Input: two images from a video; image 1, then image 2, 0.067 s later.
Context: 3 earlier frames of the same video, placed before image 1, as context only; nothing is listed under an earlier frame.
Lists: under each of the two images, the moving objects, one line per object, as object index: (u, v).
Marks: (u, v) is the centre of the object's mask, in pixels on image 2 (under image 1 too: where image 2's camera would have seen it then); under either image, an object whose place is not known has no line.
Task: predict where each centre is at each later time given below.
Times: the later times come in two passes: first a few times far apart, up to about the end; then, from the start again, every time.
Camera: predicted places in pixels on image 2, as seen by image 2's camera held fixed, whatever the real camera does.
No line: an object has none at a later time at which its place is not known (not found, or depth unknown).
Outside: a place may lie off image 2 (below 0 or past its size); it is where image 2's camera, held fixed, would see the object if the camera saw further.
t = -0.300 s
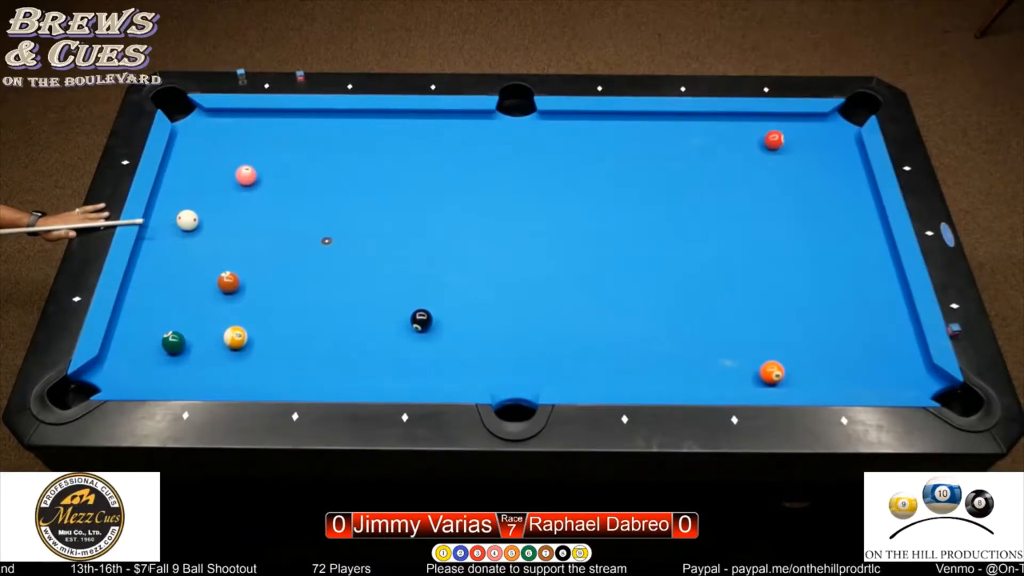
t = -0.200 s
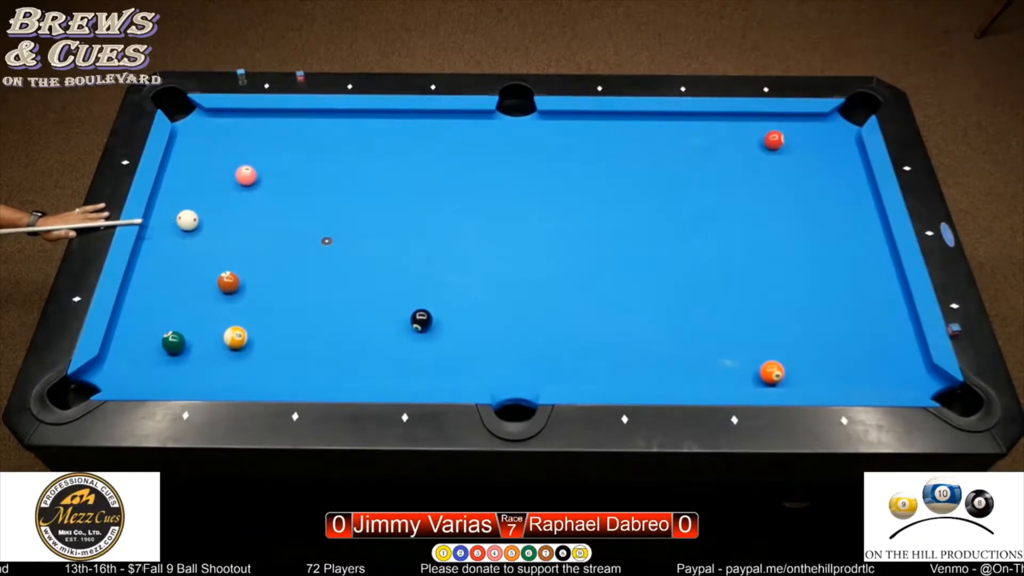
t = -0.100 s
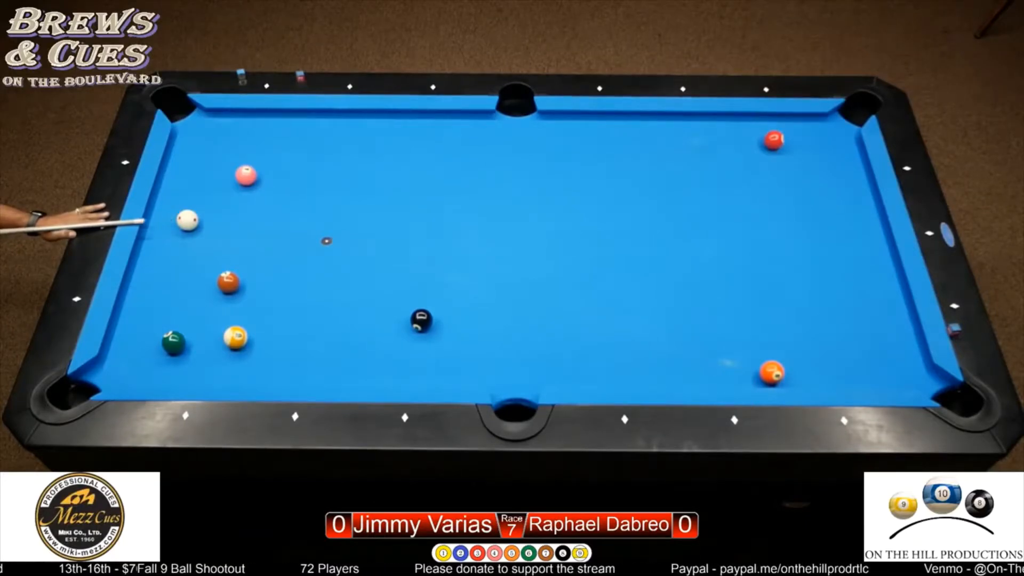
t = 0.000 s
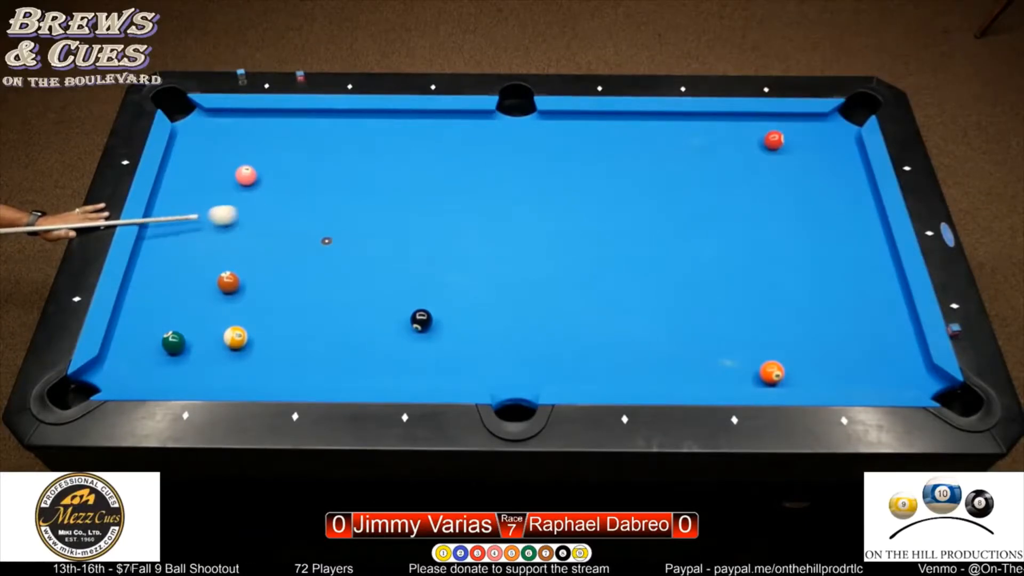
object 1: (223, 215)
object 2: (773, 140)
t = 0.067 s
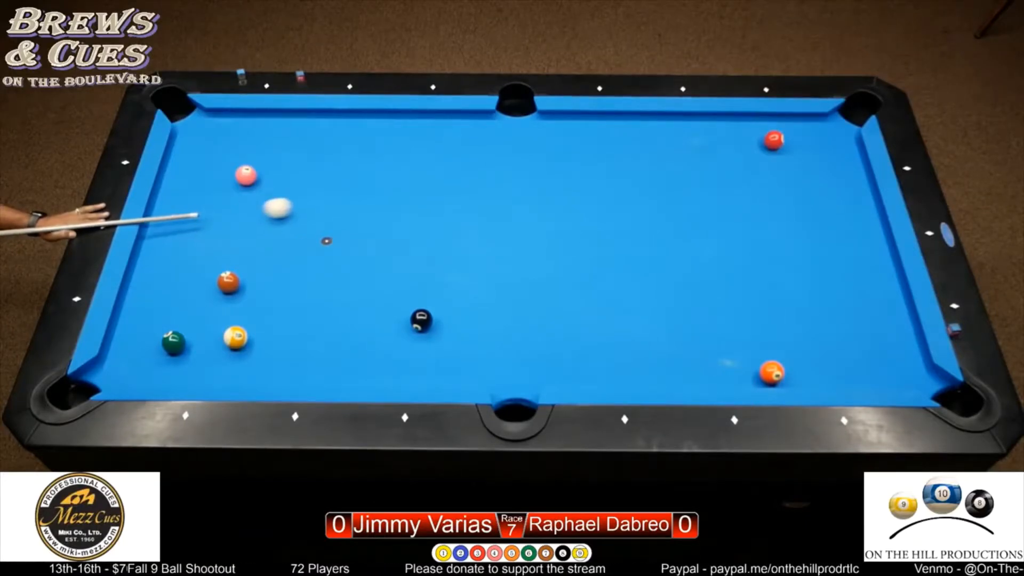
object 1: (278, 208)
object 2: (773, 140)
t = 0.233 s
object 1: (408, 191)
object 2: (773, 140)
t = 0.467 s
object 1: (583, 168)
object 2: (773, 140)
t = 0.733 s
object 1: (759, 146)
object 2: (785, 136)
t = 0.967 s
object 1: (800, 160)
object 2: (864, 113)
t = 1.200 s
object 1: (853, 169)
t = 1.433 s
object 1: (839, 176)
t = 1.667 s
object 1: (811, 181)
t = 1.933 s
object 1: (780, 187)
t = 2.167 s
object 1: (755, 191)
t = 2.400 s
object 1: (731, 195)
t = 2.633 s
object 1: (709, 199)
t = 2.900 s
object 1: (685, 203)
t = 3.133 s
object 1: (666, 206)
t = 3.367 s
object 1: (648, 209)
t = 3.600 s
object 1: (632, 211)
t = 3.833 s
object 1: (618, 214)
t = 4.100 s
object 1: (604, 216)
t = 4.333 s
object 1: (593, 218)
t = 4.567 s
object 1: (584, 220)
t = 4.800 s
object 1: (576, 220)
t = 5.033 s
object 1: (571, 221)
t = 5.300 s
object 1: (566, 222)
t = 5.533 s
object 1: (565, 222)
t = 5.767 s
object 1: (564, 222)
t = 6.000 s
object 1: (565, 222)
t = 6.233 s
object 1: (565, 222)
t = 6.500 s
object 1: (565, 222)
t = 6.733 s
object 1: (565, 222)
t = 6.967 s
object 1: (565, 222)
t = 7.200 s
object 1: (565, 222)
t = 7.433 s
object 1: (565, 222)
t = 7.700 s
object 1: (565, 222)
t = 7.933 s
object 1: (565, 222)
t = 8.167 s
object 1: (565, 222)
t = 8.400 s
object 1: (565, 222)
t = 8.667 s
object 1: (565, 222)
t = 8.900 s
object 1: (565, 222)
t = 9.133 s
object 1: (565, 222)
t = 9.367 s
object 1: (565, 222)
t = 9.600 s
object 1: (565, 222)
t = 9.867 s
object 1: (565, 222)
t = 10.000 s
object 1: (565, 222)
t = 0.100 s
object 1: (304, 205)
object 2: (773, 140)
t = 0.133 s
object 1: (330, 201)
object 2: (773, 140)
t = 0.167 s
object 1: (357, 198)
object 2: (773, 140)
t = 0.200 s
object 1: (383, 194)
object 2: (773, 140)
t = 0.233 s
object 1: (408, 191)
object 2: (773, 140)
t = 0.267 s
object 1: (434, 188)
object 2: (773, 140)
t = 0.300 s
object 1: (459, 184)
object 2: (773, 140)
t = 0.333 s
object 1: (485, 181)
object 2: (773, 140)
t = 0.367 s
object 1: (509, 178)
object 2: (773, 140)
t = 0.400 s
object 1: (534, 174)
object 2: (773, 140)
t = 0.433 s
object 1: (559, 171)
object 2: (773, 140)
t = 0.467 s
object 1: (583, 168)
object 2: (773, 140)
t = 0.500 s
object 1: (607, 165)
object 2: (773, 140)
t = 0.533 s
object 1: (631, 161)
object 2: (773, 140)
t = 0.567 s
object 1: (655, 158)
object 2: (773, 140)
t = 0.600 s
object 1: (679, 155)
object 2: (773, 140)
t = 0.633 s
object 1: (702, 152)
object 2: (773, 140)
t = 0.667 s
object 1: (726, 149)
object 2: (773, 140)
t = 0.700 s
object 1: (748, 146)
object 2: (773, 140)
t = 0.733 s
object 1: (759, 146)
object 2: (785, 136)
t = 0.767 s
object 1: (763, 149)
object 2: (804, 131)
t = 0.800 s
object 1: (767, 152)
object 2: (821, 126)
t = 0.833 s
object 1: (772, 154)
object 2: (838, 121)
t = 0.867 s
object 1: (778, 155)
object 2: (854, 116)
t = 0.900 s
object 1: (785, 157)
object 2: (867, 112)
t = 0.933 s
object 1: (793, 159)
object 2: (869, 110)
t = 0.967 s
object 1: (800, 160)
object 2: (864, 113)
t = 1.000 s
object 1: (808, 161)
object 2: (856, 119)
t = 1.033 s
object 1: (816, 163)
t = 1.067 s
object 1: (823, 164)
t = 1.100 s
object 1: (830, 165)
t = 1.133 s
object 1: (838, 167)
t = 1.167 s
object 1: (846, 168)
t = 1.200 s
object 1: (853, 169)
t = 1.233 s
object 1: (861, 171)
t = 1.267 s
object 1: (860, 172)
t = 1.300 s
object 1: (855, 172)
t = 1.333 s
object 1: (851, 173)
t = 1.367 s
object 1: (847, 174)
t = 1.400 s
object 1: (843, 175)
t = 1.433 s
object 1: (839, 176)
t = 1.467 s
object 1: (835, 176)
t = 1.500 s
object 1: (830, 177)
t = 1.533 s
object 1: (826, 178)
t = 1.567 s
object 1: (822, 179)
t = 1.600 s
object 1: (818, 180)
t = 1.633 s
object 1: (815, 180)
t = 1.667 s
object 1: (811, 181)
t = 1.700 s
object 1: (807, 182)
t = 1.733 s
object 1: (803, 182)
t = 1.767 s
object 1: (799, 183)
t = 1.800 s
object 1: (795, 184)
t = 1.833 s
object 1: (791, 184)
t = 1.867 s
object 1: (787, 185)
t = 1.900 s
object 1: (784, 186)
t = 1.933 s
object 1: (780, 187)
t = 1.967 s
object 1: (777, 187)
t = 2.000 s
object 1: (773, 188)
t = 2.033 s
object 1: (769, 188)
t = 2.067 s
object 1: (766, 189)
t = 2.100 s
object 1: (762, 190)
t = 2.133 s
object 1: (759, 191)
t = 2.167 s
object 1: (755, 191)
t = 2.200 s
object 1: (751, 192)
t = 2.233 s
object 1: (748, 192)
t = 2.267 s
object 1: (745, 193)
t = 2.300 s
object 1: (741, 193)
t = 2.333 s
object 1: (738, 194)
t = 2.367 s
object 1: (735, 194)
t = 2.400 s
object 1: (731, 195)
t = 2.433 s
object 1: (728, 196)
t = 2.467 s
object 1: (725, 196)
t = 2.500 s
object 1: (721, 197)
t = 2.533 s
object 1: (718, 197)
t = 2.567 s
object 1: (715, 198)
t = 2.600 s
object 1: (712, 199)
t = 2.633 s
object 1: (709, 199)
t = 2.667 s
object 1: (706, 200)
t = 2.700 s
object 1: (703, 200)
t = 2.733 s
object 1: (700, 201)
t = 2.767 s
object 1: (696, 201)
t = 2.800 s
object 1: (694, 202)
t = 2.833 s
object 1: (691, 202)
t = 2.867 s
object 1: (688, 203)
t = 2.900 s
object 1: (685, 203)
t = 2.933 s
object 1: (682, 203)
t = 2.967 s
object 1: (679, 204)
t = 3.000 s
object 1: (676, 205)
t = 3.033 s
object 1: (674, 205)
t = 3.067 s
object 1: (671, 206)
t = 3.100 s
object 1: (669, 206)
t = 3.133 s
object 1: (666, 206)
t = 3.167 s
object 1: (663, 207)
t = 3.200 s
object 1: (661, 207)
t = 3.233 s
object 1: (658, 208)
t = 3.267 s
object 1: (655, 208)
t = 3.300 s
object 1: (653, 208)
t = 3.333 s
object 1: (651, 209)
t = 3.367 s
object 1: (648, 209)
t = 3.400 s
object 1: (646, 209)
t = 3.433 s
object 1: (644, 210)
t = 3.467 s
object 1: (641, 210)
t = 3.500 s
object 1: (639, 210)
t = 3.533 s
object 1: (637, 211)
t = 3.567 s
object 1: (634, 211)
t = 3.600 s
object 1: (632, 211)
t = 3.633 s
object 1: (630, 212)
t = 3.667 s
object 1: (628, 212)
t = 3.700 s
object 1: (626, 213)
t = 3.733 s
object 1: (624, 213)
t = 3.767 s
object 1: (622, 214)
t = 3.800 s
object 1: (620, 214)
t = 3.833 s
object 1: (618, 214)
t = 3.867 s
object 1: (616, 215)
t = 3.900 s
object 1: (614, 215)
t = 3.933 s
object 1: (612, 215)
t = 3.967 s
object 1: (611, 215)
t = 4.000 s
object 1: (609, 216)
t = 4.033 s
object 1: (607, 216)
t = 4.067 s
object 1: (605, 216)
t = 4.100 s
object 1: (604, 216)
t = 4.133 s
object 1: (602, 217)
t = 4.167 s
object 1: (600, 217)
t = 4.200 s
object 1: (599, 217)
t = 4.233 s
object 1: (597, 217)
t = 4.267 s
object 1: (596, 217)
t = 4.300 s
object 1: (594, 218)
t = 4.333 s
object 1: (593, 218)
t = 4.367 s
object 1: (591, 218)
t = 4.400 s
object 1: (590, 219)
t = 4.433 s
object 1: (589, 219)
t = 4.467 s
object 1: (587, 219)
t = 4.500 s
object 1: (586, 219)
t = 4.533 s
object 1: (585, 219)
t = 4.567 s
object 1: (584, 220)
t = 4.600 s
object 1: (582, 220)
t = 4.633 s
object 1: (581, 220)
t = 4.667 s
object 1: (580, 220)
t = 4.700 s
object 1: (579, 220)
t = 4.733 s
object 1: (578, 220)
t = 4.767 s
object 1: (577, 220)
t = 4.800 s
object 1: (576, 220)
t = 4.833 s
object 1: (575, 221)
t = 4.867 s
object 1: (574, 221)
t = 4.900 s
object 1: (574, 221)
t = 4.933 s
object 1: (573, 221)
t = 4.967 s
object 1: (572, 221)
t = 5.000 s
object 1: (571, 221)
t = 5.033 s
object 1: (571, 221)
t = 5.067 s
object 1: (570, 221)
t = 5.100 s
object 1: (569, 221)
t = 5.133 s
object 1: (569, 222)
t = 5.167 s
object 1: (568, 222)
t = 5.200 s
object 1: (568, 222)
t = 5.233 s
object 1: (567, 222)
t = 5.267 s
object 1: (567, 222)
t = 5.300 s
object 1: (566, 222)
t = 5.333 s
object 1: (566, 222)
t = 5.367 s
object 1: (566, 222)
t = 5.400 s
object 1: (565, 222)
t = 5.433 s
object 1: (565, 222)
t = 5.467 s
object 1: (565, 222)
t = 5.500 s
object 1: (564, 222)
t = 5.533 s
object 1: (565, 222)
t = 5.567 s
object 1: (564, 222)
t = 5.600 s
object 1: (564, 222)
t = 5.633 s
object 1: (564, 222)
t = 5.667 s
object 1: (564, 222)
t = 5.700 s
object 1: (564, 222)
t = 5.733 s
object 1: (564, 222)
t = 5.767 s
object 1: (564, 222)
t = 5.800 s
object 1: (564, 222)
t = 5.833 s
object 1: (565, 222)
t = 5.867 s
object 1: (565, 222)
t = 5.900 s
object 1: (565, 222)
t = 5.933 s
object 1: (565, 222)
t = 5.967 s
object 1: (565, 222)
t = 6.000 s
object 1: (565, 222)
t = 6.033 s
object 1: (565, 222)
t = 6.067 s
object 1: (565, 222)
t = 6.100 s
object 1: (565, 222)
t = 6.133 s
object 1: (565, 222)
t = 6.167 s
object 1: (565, 222)
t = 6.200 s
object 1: (565, 222)
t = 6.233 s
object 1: (565, 222)
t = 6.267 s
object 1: (565, 222)
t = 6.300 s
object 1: (565, 222)
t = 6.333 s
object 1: (565, 222)
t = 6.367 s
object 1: (565, 222)
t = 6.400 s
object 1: (565, 222)
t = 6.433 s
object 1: (565, 222)
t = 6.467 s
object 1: (565, 222)
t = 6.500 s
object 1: (565, 222)
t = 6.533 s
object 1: (565, 222)
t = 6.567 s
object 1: (565, 222)
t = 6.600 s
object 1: (565, 222)
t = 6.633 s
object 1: (565, 222)
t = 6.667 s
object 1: (565, 222)
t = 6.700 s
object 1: (565, 222)
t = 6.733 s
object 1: (565, 222)
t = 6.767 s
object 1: (565, 222)
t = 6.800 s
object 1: (565, 222)
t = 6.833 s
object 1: (565, 222)
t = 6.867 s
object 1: (565, 222)
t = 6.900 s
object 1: (565, 222)
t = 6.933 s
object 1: (565, 222)
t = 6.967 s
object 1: (565, 222)
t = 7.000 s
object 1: (565, 222)
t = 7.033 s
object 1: (565, 222)
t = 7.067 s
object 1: (565, 222)
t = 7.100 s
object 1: (565, 222)
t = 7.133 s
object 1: (565, 222)
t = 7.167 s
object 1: (565, 222)
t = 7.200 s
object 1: (565, 222)
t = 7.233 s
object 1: (565, 222)
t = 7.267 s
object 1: (565, 222)
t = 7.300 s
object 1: (565, 222)
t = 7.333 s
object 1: (565, 222)
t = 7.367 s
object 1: (565, 222)
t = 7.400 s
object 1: (565, 222)
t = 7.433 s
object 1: (565, 222)
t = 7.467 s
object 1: (565, 222)
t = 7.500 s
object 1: (565, 222)
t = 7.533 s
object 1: (565, 222)
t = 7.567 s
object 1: (565, 222)
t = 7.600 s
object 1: (565, 222)
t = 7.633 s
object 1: (565, 222)
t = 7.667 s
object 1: (565, 222)
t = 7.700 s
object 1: (565, 222)
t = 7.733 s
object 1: (565, 222)
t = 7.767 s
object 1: (565, 222)
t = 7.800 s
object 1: (565, 222)
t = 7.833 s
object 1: (565, 222)
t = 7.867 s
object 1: (565, 222)
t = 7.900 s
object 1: (565, 222)
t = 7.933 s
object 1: (565, 222)
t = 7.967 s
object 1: (565, 222)
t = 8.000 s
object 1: (565, 222)
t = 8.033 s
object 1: (565, 222)
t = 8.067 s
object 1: (565, 222)
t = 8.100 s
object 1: (565, 222)
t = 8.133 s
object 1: (565, 222)
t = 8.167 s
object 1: (565, 222)
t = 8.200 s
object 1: (565, 222)
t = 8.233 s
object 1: (565, 222)
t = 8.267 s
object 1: (565, 222)
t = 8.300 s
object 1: (565, 222)
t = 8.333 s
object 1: (565, 222)
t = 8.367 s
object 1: (565, 222)
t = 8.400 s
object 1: (565, 222)
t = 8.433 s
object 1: (565, 222)
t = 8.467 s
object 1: (565, 222)
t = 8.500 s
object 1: (565, 222)
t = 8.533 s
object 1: (565, 222)
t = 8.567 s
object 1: (565, 222)
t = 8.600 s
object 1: (565, 222)
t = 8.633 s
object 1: (565, 222)
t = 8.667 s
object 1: (565, 222)
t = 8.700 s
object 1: (565, 222)
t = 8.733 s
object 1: (565, 222)
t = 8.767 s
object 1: (565, 222)
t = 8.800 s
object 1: (565, 222)
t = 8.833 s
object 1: (565, 222)
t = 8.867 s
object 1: (565, 222)
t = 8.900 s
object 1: (565, 222)
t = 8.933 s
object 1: (565, 222)
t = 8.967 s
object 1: (565, 222)
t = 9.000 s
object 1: (565, 222)
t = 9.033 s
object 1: (565, 222)
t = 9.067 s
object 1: (565, 222)
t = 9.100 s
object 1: (565, 222)
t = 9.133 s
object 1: (565, 222)
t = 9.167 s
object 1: (565, 222)
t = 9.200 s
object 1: (565, 222)
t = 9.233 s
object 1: (565, 222)
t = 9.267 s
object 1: (565, 222)
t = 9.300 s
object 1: (565, 222)
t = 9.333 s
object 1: (565, 222)
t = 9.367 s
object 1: (565, 222)
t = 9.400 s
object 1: (565, 222)
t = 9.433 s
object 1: (565, 222)
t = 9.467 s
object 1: (565, 222)
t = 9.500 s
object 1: (565, 222)
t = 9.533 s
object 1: (565, 222)
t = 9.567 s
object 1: (565, 222)
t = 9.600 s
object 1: (565, 222)
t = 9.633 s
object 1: (565, 222)
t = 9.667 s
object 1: (565, 222)
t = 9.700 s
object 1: (565, 222)
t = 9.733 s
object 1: (565, 222)
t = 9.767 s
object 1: (565, 222)
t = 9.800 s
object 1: (565, 222)
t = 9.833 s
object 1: (565, 222)
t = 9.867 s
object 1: (565, 222)
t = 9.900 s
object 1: (565, 222)
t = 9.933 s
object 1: (565, 222)
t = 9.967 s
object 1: (565, 222)
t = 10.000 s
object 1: (565, 222)
